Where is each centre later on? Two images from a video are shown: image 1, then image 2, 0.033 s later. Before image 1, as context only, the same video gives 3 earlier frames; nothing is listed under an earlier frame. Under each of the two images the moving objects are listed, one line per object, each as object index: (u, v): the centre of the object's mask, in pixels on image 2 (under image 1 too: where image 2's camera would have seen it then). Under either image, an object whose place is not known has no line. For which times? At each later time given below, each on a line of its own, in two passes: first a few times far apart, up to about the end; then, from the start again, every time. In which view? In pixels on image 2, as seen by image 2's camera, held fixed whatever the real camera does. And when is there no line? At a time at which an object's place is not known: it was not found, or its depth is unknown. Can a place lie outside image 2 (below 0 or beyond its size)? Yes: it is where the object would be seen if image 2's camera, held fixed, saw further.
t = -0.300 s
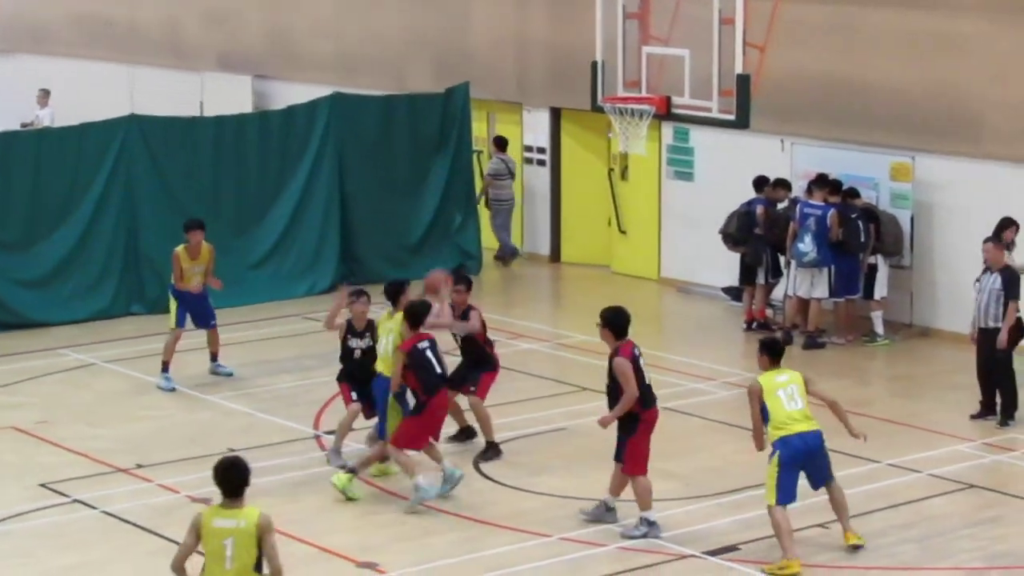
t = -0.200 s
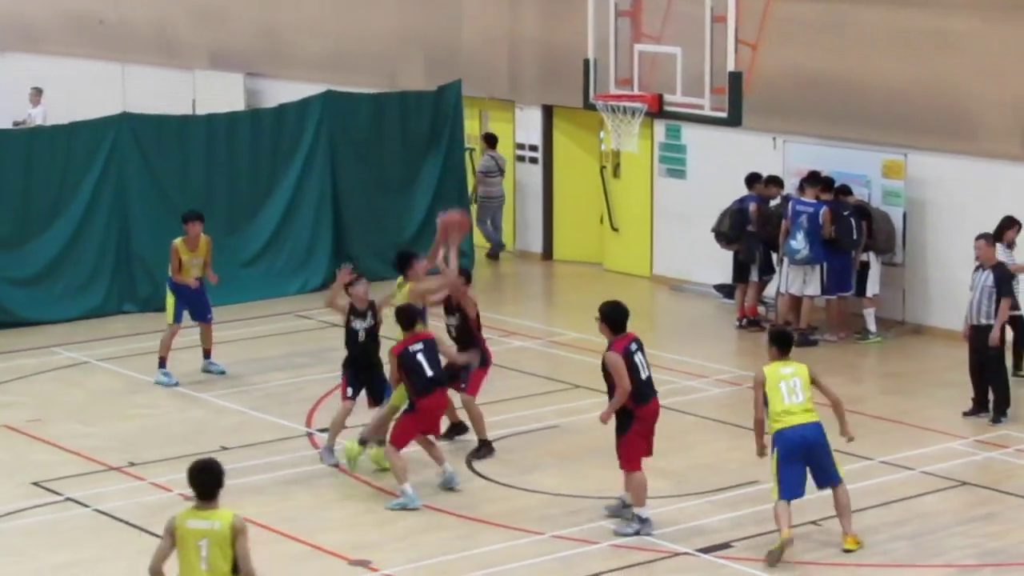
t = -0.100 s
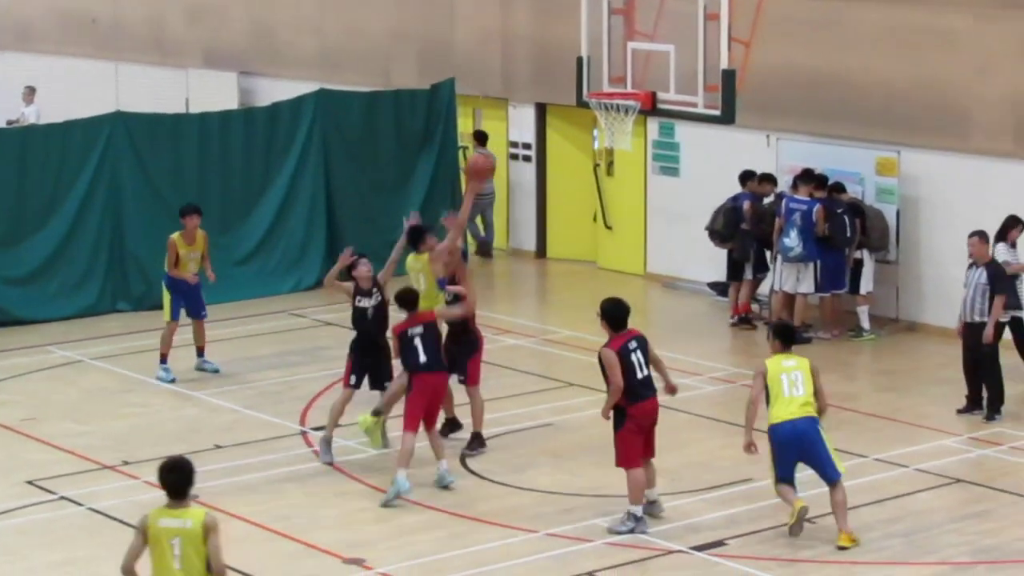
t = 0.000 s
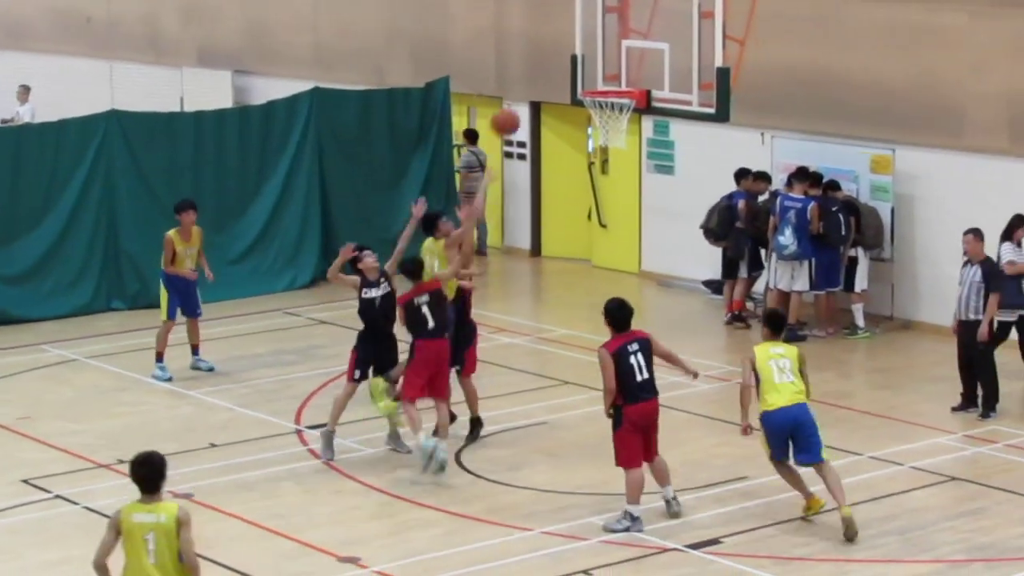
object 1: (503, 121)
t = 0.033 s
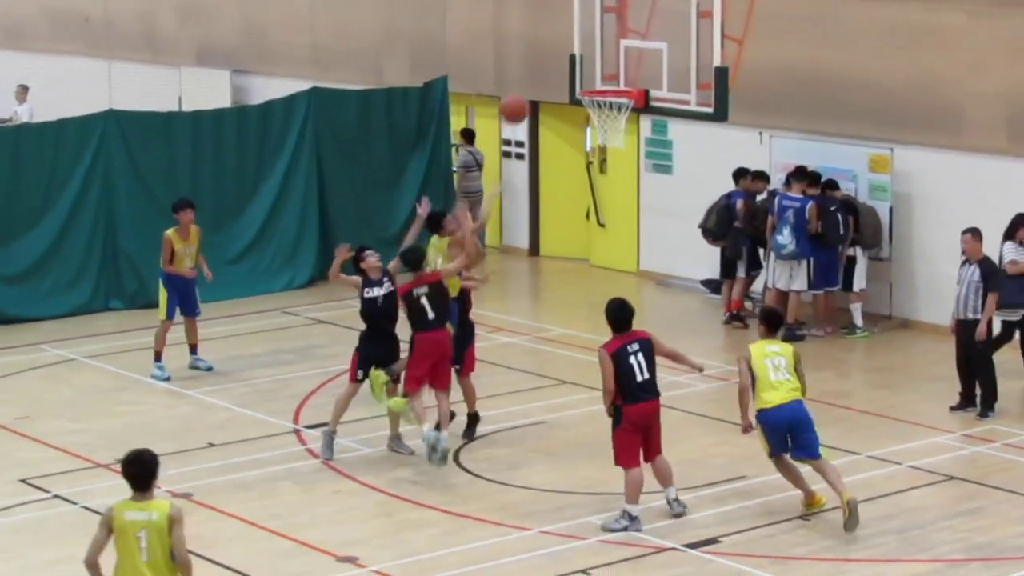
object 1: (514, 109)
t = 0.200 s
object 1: (564, 71)
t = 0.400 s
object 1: (625, 67)
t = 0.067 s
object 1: (525, 99)
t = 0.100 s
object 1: (534, 90)
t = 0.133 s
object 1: (544, 82)
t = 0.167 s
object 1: (555, 76)
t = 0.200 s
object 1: (564, 71)
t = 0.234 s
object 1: (575, 67)
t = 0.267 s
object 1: (584, 64)
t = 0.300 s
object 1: (594, 63)
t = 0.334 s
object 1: (604, 63)
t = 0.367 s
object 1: (614, 65)
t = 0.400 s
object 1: (625, 67)
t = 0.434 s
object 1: (628, 70)
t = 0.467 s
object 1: (623, 75)
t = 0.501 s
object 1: (618, 80)
